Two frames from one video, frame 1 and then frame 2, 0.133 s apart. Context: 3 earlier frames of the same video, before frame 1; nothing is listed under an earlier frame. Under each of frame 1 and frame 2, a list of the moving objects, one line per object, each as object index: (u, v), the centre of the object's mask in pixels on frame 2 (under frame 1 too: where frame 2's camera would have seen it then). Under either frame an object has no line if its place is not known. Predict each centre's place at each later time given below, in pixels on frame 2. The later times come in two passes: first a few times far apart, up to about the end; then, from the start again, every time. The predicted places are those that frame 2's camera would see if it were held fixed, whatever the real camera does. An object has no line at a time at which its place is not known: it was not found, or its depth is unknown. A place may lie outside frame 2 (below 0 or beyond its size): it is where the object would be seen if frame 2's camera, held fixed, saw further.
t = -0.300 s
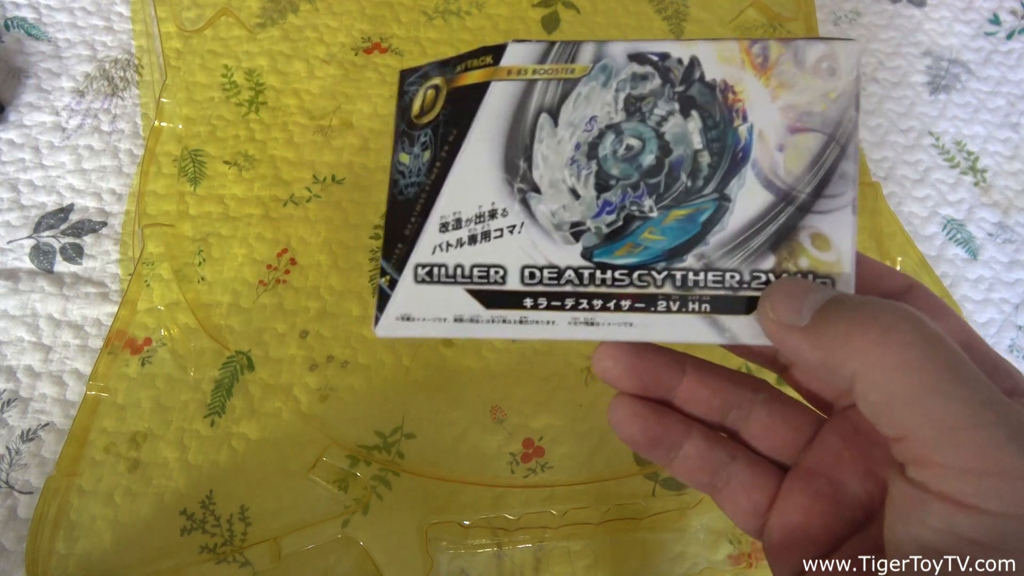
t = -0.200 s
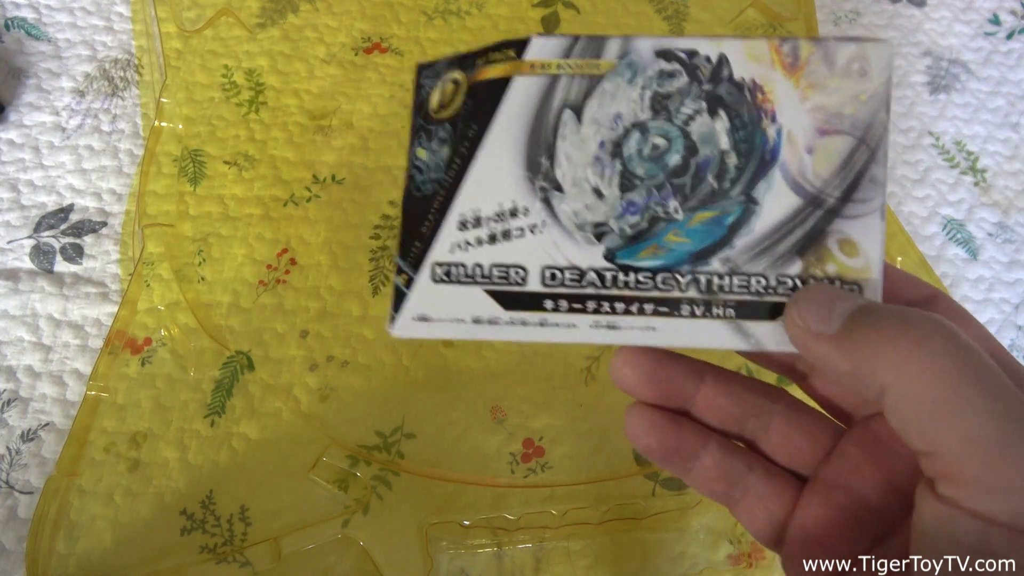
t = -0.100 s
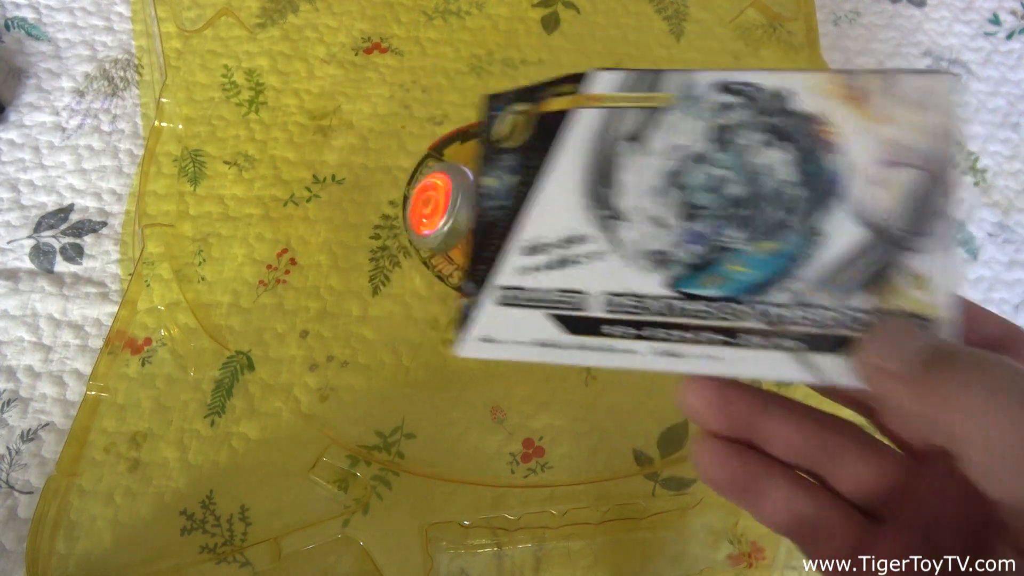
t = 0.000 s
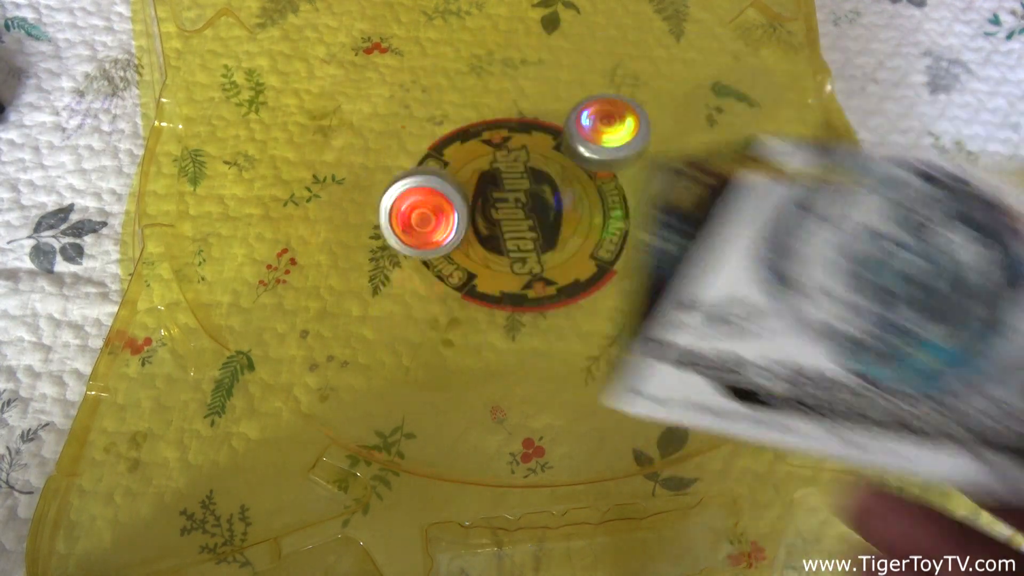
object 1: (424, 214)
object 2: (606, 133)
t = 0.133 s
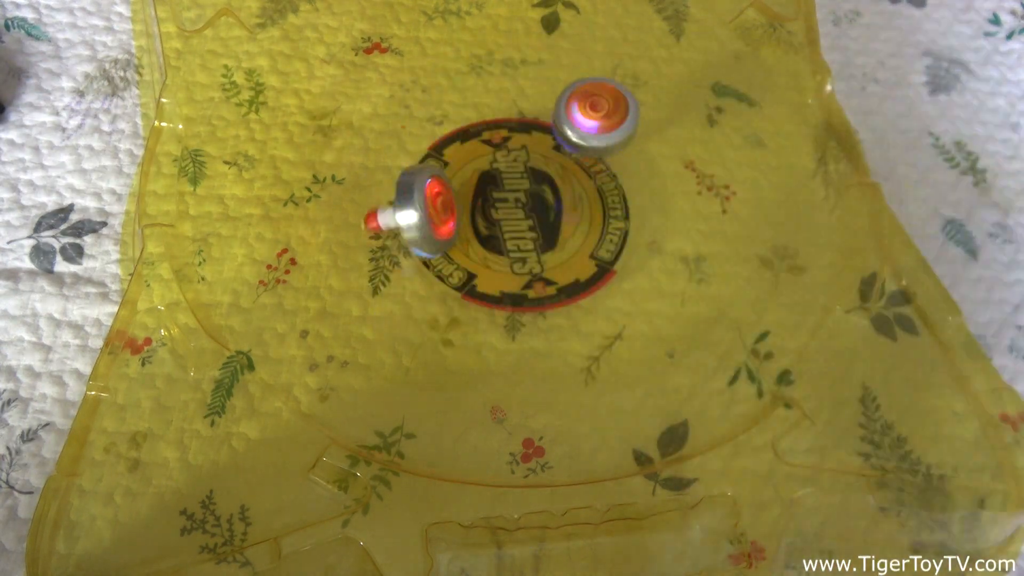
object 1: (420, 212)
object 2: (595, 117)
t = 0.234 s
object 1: (432, 218)
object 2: (581, 109)
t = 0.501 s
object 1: (537, 202)
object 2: (525, 104)
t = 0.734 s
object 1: (688, 189)
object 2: (451, 69)
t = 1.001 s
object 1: (756, 244)
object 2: (426, 81)
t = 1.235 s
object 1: (731, 281)
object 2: (466, 141)
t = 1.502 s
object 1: (646, 234)
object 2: (551, 210)
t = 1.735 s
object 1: (662, 141)
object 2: (560, 232)
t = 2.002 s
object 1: (696, 95)
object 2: (535, 203)
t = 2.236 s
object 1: (699, 93)
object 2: (506, 153)
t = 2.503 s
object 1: (664, 124)
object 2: (475, 110)
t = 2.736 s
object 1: (689, 174)
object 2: (456, 95)
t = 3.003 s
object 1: (695, 175)
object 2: (467, 109)
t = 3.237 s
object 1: (653, 147)
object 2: (501, 142)
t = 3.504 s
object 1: (668, 121)
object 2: (553, 187)
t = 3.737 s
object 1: (651, 134)
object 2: (577, 208)
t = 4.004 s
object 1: (652, 181)
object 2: (569, 194)
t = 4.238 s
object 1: (672, 192)
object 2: (535, 157)
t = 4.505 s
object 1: (637, 173)
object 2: (509, 116)
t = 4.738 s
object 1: (629, 137)
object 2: (495, 102)
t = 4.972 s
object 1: (642, 125)
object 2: (483, 105)
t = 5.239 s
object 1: (624, 143)
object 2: (485, 130)
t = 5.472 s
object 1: (622, 178)
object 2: (500, 162)
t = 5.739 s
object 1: (645, 195)
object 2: (527, 191)
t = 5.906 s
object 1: (634, 190)
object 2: (546, 194)
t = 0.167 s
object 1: (421, 214)
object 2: (591, 113)
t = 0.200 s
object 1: (424, 215)
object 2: (587, 111)
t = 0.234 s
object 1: (432, 218)
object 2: (581, 109)
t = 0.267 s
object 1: (440, 218)
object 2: (577, 107)
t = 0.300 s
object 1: (450, 220)
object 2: (570, 107)
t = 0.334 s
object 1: (462, 218)
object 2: (564, 106)
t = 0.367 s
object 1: (476, 219)
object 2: (558, 106)
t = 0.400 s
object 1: (491, 211)
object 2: (550, 107)
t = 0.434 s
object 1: (505, 207)
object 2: (544, 109)
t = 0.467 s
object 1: (519, 200)
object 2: (536, 111)
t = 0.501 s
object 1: (537, 202)
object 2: (525, 104)
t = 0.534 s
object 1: (559, 200)
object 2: (512, 97)
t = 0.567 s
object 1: (580, 198)
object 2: (503, 92)
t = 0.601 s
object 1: (605, 199)
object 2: (491, 86)
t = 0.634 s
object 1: (627, 193)
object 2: (480, 81)
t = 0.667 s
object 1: (648, 191)
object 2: (469, 76)
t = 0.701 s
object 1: (669, 189)
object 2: (459, 72)
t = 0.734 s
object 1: (688, 189)
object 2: (451, 69)
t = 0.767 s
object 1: (705, 193)
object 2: (443, 67)
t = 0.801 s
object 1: (720, 201)
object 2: (437, 65)
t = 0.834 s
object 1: (732, 208)
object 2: (433, 65)
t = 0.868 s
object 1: (741, 215)
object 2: (429, 66)
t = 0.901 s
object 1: (748, 223)
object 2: (426, 68)
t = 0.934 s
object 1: (752, 230)
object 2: (425, 72)
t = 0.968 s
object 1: (756, 237)
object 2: (425, 75)
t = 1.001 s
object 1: (756, 244)
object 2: (426, 81)
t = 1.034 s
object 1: (756, 251)
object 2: (428, 87)
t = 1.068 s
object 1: (754, 257)
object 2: (432, 94)
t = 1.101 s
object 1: (752, 264)
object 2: (437, 101)
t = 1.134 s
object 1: (748, 269)
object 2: (443, 111)
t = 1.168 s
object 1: (744, 274)
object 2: (450, 121)
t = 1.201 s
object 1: (738, 278)
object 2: (458, 131)
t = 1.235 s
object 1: (731, 281)
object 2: (466, 141)
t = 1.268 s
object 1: (722, 283)
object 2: (474, 151)
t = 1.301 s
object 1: (711, 284)
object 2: (484, 161)
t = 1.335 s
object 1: (697, 282)
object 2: (494, 171)
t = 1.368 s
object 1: (684, 277)
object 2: (506, 180)
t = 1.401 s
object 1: (671, 269)
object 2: (516, 189)
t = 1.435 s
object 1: (660, 259)
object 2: (526, 196)
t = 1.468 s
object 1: (653, 246)
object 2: (537, 203)
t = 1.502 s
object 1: (646, 234)
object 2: (551, 210)
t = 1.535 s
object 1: (643, 221)
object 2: (560, 216)
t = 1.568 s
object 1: (647, 207)
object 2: (564, 221)
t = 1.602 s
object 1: (655, 193)
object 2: (564, 227)
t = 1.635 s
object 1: (661, 178)
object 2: (565, 229)
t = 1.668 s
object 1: (662, 165)
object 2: (563, 231)
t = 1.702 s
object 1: (662, 153)
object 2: (562, 232)
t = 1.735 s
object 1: (662, 141)
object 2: (560, 232)
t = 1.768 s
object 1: (664, 130)
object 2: (559, 232)
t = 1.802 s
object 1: (667, 121)
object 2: (557, 230)
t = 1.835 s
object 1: (672, 113)
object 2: (555, 227)
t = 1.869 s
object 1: (677, 107)
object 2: (551, 224)
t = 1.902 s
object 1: (683, 102)
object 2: (548, 220)
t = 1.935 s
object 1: (687, 99)
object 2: (544, 215)
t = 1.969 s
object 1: (692, 97)
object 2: (541, 210)
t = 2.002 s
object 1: (696, 95)
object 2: (535, 203)
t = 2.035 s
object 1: (699, 93)
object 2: (531, 197)
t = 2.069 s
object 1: (702, 93)
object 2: (526, 189)
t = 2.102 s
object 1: (703, 92)
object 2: (522, 182)
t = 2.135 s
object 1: (704, 92)
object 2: (517, 175)
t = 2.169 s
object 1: (703, 92)
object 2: (514, 168)
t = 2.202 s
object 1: (702, 93)
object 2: (509, 159)
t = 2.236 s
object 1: (699, 93)
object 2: (506, 153)
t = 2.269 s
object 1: (696, 95)
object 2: (501, 145)
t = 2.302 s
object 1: (692, 97)
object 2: (498, 139)
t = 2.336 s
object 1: (688, 99)
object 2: (494, 133)
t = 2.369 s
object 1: (683, 102)
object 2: (490, 127)
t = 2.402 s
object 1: (678, 106)
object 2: (486, 122)
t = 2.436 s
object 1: (672, 110)
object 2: (482, 118)
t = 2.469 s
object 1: (667, 117)
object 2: (479, 114)
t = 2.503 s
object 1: (664, 124)
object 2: (475, 110)
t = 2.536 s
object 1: (662, 133)
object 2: (471, 107)
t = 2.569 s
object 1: (662, 142)
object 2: (467, 104)
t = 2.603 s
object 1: (664, 151)
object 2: (464, 101)
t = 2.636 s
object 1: (669, 159)
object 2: (461, 99)
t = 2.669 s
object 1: (675, 166)
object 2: (459, 97)
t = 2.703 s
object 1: (682, 171)
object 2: (457, 95)
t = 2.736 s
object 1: (689, 174)
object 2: (456, 95)
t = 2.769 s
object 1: (695, 175)
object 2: (456, 95)
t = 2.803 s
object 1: (700, 176)
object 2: (456, 96)
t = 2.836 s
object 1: (703, 176)
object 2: (456, 96)
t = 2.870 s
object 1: (705, 176)
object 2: (457, 98)
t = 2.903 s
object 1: (705, 176)
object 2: (459, 99)
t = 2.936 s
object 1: (704, 176)
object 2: (461, 102)
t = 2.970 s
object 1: (700, 176)
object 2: (463, 105)
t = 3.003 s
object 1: (695, 175)
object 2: (467, 109)
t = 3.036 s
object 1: (689, 174)
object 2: (471, 113)
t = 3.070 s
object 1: (682, 172)
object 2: (476, 118)
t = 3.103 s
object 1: (675, 169)
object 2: (479, 122)
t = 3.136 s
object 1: (667, 164)
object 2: (484, 127)
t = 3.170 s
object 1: (660, 159)
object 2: (489, 132)
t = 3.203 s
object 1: (655, 153)
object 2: (494, 137)
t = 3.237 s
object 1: (653, 147)
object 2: (501, 142)
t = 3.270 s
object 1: (652, 142)
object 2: (506, 148)
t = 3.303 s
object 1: (653, 136)
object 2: (513, 153)
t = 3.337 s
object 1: (655, 132)
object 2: (520, 159)
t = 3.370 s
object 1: (657, 128)
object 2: (527, 165)
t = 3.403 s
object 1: (660, 125)
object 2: (533, 171)
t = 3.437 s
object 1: (664, 123)
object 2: (540, 176)
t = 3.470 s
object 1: (667, 121)
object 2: (546, 181)
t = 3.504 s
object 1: (668, 121)
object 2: (553, 187)
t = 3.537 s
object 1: (668, 121)
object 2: (558, 192)
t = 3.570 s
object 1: (668, 122)
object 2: (563, 196)
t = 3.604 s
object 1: (665, 123)
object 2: (567, 200)
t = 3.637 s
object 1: (662, 125)
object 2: (570, 204)
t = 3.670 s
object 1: (658, 127)
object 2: (573, 206)
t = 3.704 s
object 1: (654, 130)
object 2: (575, 208)
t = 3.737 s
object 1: (651, 134)
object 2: (577, 208)
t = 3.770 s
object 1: (648, 139)
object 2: (577, 209)
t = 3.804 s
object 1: (646, 145)
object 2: (578, 209)
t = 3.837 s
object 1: (645, 149)
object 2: (578, 208)
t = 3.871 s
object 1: (645, 156)
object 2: (577, 206)
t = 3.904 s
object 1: (645, 162)
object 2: (575, 204)
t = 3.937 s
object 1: (646, 168)
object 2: (573, 201)
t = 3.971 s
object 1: (648, 175)
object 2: (571, 197)
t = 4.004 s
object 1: (652, 181)
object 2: (569, 194)
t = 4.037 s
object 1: (655, 185)
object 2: (565, 189)
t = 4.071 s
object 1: (659, 189)
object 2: (561, 185)
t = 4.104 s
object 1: (665, 190)
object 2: (557, 180)
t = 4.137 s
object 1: (668, 192)
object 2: (551, 175)
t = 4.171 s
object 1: (671, 192)
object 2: (545, 169)
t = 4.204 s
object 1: (671, 192)
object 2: (539, 163)
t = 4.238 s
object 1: (672, 192)
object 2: (535, 157)
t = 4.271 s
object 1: (670, 192)
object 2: (531, 152)
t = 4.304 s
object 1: (667, 191)
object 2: (527, 146)
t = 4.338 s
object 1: (664, 190)
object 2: (523, 140)
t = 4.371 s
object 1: (658, 188)
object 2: (520, 134)
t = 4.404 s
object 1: (652, 185)
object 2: (516, 129)
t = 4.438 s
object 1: (648, 181)
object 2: (514, 124)
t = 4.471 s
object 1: (642, 177)
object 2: (511, 120)
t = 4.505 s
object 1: (637, 173)
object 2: (509, 116)
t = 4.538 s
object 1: (632, 167)
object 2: (506, 112)
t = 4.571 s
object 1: (630, 161)
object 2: (504, 110)
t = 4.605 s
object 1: (628, 156)
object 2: (502, 107)
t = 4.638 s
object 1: (627, 151)
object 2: (500, 105)
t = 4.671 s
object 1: (626, 145)
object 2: (499, 103)
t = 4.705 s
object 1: (627, 141)
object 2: (496, 103)
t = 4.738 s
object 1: (629, 137)
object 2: (495, 102)
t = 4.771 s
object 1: (631, 134)
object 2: (492, 101)
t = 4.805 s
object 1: (633, 131)
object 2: (491, 101)
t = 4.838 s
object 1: (636, 129)
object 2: (489, 101)
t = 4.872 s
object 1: (639, 127)
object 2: (487, 102)
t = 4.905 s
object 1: (641, 126)
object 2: (485, 103)
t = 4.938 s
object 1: (642, 125)
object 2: (483, 104)
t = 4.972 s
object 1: (642, 125)
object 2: (483, 105)
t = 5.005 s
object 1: (641, 126)
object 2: (482, 107)
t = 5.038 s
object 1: (640, 127)
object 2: (482, 109)
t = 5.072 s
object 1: (637, 129)
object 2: (482, 112)
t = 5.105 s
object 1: (635, 130)
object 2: (482, 115)
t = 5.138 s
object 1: (631, 133)
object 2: (483, 118)
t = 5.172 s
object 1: (629, 135)
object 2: (483, 121)
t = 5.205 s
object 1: (626, 138)
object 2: (484, 126)
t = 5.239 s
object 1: (624, 143)
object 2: (485, 130)
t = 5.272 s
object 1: (622, 147)
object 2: (486, 135)
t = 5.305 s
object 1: (620, 152)
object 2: (487, 139)
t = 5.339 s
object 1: (620, 157)
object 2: (489, 144)
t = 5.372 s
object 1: (620, 163)
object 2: (491, 148)
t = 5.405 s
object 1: (620, 168)
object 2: (493, 153)
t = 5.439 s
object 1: (621, 173)
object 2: (496, 157)
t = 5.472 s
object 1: (622, 178)
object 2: (500, 162)
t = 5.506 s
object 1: (626, 182)
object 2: (503, 167)
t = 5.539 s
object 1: (629, 186)
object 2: (505, 171)
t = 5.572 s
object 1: (633, 189)
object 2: (509, 176)
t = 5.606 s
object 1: (636, 191)
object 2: (513, 180)
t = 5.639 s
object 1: (640, 193)
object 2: (516, 184)
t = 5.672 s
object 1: (643, 194)
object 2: (520, 186)
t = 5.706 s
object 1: (644, 195)
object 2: (523, 189)
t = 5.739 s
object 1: (645, 195)
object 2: (527, 191)
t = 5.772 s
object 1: (645, 195)
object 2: (531, 192)
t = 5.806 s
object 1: (643, 194)
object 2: (534, 194)
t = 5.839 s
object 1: (641, 193)
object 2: (539, 194)
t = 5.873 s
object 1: (637, 192)
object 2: (542, 194)
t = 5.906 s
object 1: (634, 190)
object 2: (546, 194)
